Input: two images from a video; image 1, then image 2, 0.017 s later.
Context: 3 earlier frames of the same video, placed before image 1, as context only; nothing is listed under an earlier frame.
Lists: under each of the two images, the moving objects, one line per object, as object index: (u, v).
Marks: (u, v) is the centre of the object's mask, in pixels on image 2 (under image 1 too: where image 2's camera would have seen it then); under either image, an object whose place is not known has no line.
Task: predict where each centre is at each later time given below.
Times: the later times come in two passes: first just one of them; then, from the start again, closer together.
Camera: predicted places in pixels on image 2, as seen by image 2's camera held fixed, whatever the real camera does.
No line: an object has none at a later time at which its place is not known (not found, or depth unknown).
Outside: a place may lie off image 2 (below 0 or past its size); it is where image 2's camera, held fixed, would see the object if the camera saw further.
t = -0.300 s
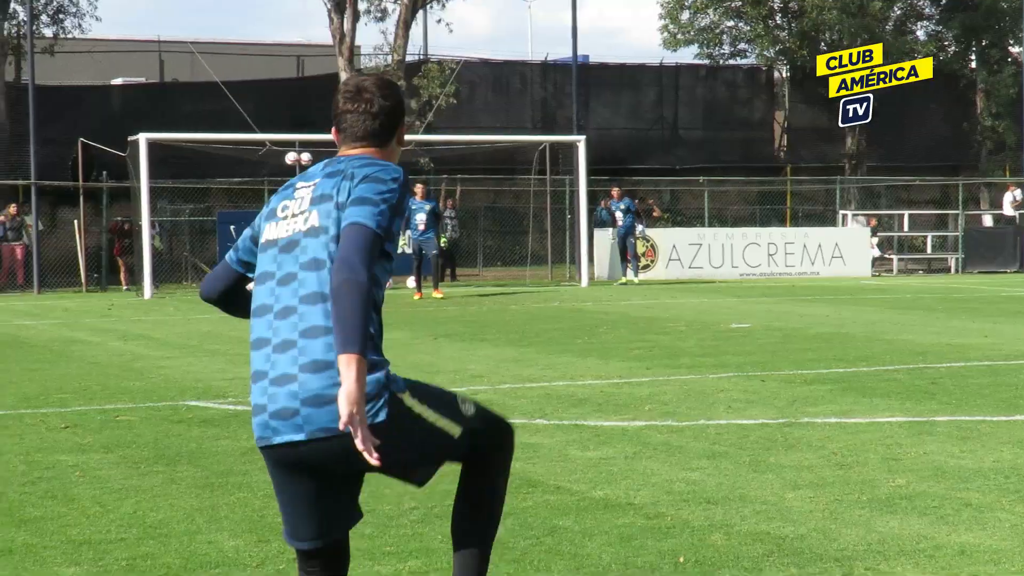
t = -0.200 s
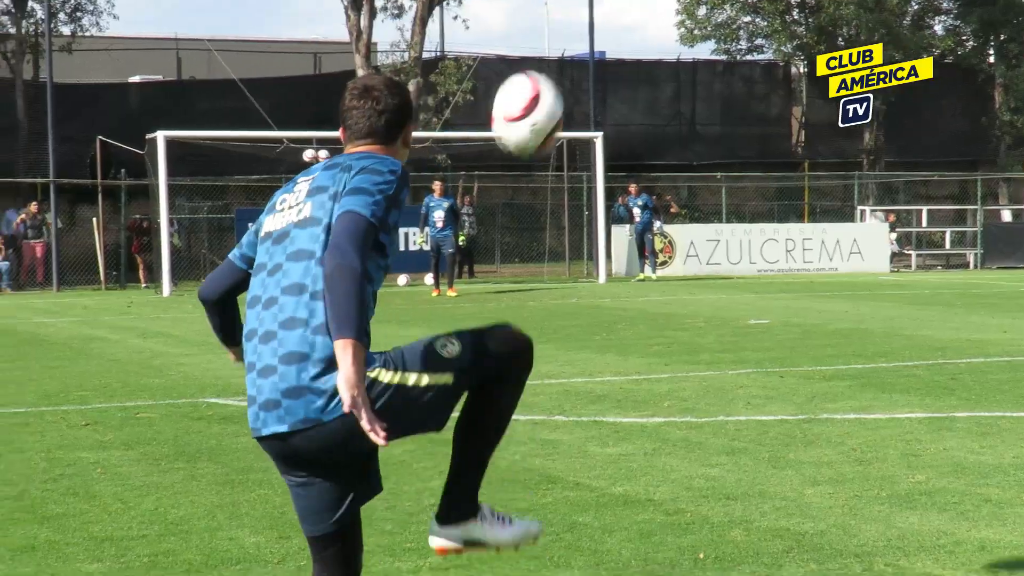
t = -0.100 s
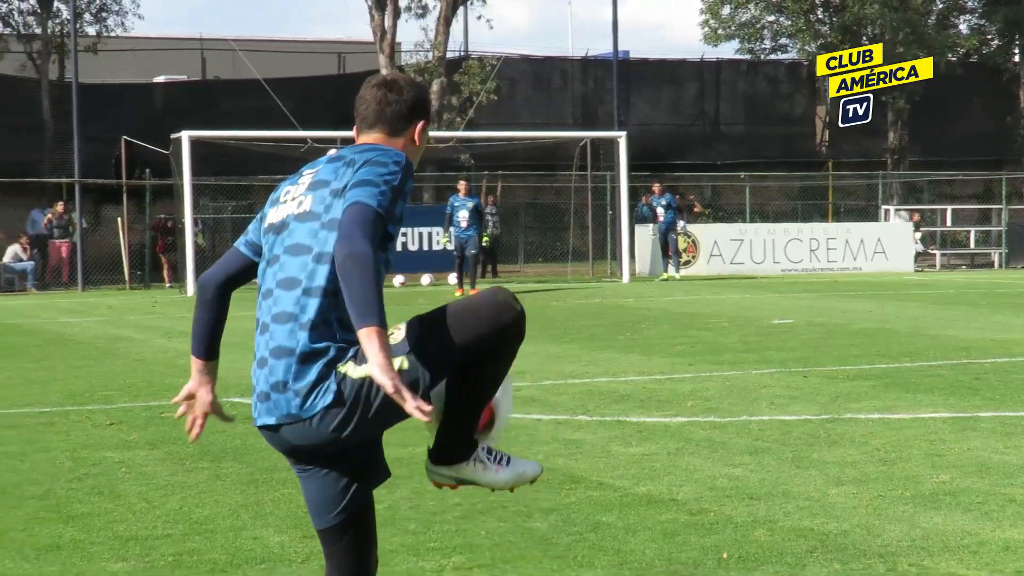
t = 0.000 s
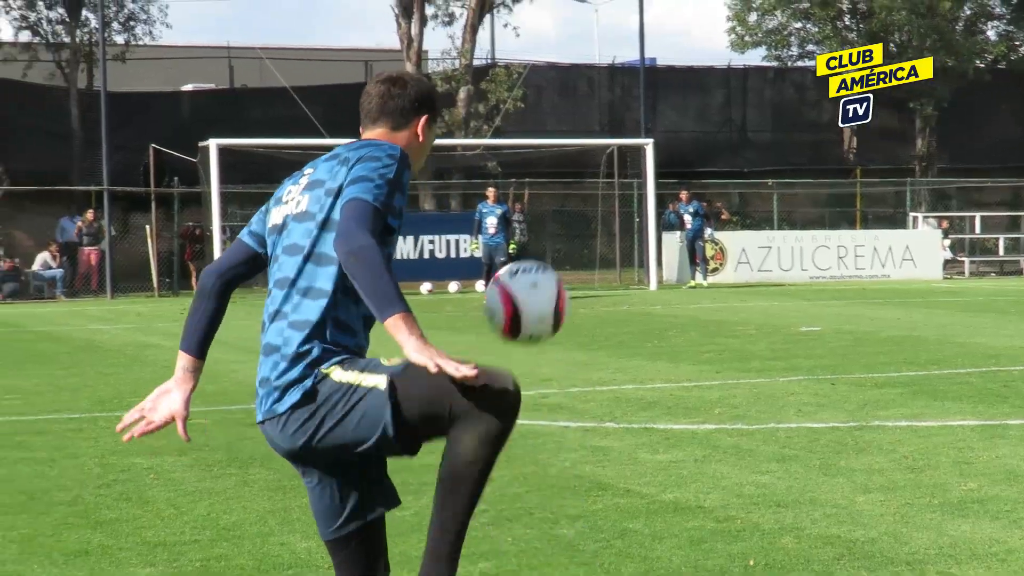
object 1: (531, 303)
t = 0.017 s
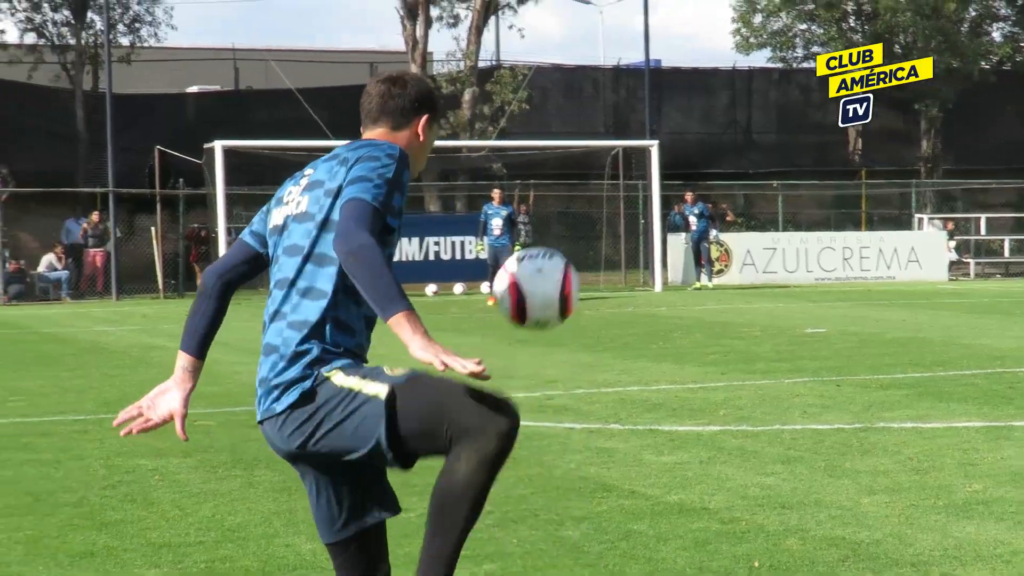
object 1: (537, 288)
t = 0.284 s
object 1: (607, 200)
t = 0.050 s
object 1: (546, 261)
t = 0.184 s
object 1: (583, 202)
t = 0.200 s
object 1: (587, 199)
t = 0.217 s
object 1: (591, 198)
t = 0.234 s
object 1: (595, 197)
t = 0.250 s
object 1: (599, 197)
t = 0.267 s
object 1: (603, 198)
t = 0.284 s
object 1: (607, 200)
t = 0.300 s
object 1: (611, 202)
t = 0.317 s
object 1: (614, 206)
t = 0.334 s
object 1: (617, 210)
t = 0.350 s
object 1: (621, 215)
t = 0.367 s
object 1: (625, 220)
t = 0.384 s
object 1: (628, 227)
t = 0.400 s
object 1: (632, 234)
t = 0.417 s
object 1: (635, 241)
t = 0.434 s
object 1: (639, 249)
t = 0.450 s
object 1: (642, 258)
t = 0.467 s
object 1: (648, 270)
